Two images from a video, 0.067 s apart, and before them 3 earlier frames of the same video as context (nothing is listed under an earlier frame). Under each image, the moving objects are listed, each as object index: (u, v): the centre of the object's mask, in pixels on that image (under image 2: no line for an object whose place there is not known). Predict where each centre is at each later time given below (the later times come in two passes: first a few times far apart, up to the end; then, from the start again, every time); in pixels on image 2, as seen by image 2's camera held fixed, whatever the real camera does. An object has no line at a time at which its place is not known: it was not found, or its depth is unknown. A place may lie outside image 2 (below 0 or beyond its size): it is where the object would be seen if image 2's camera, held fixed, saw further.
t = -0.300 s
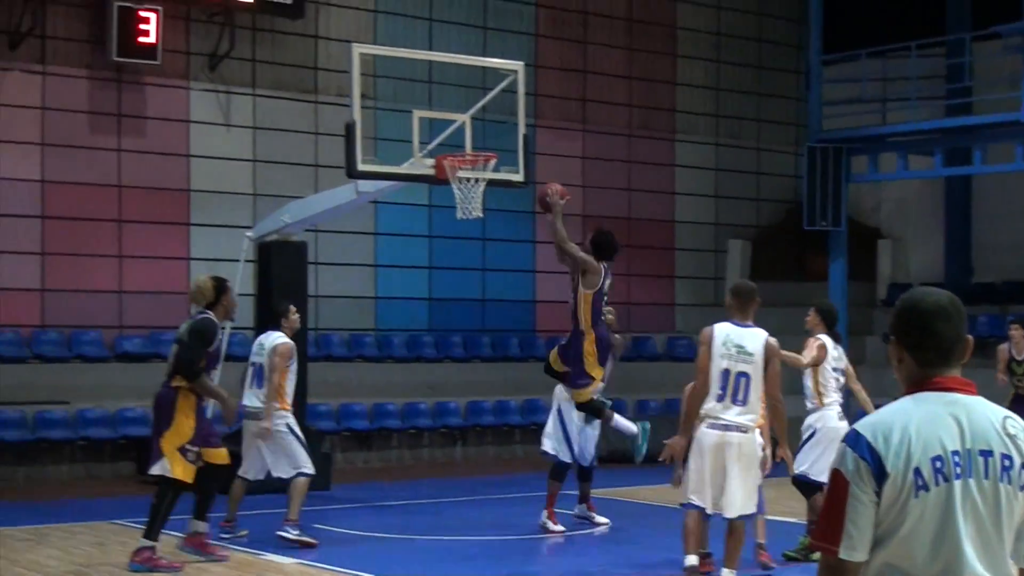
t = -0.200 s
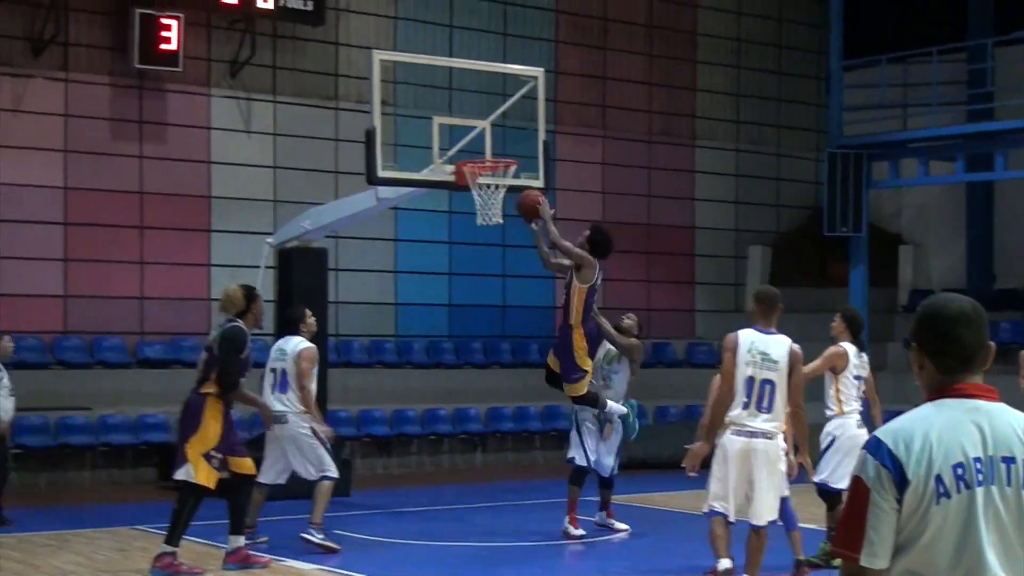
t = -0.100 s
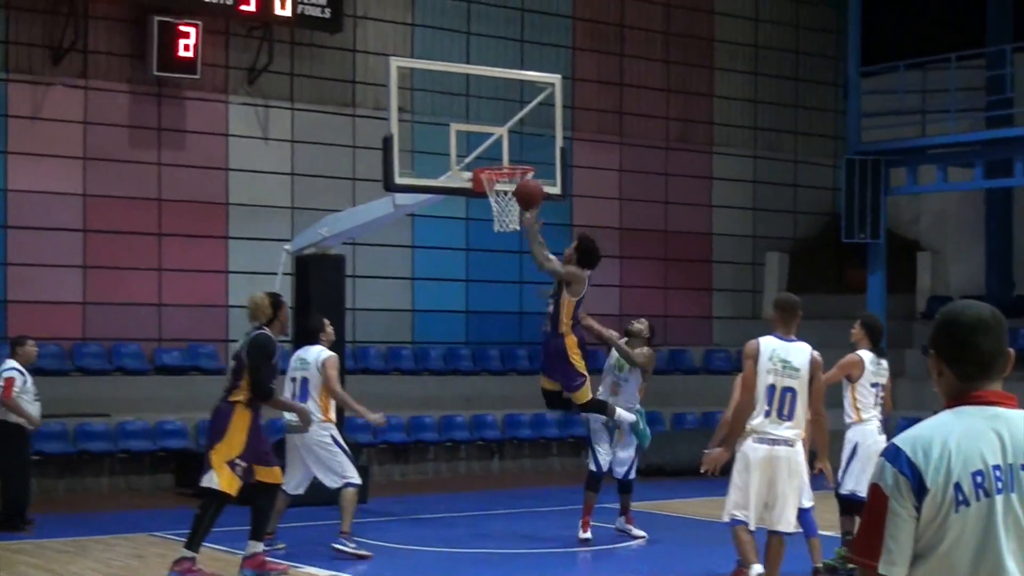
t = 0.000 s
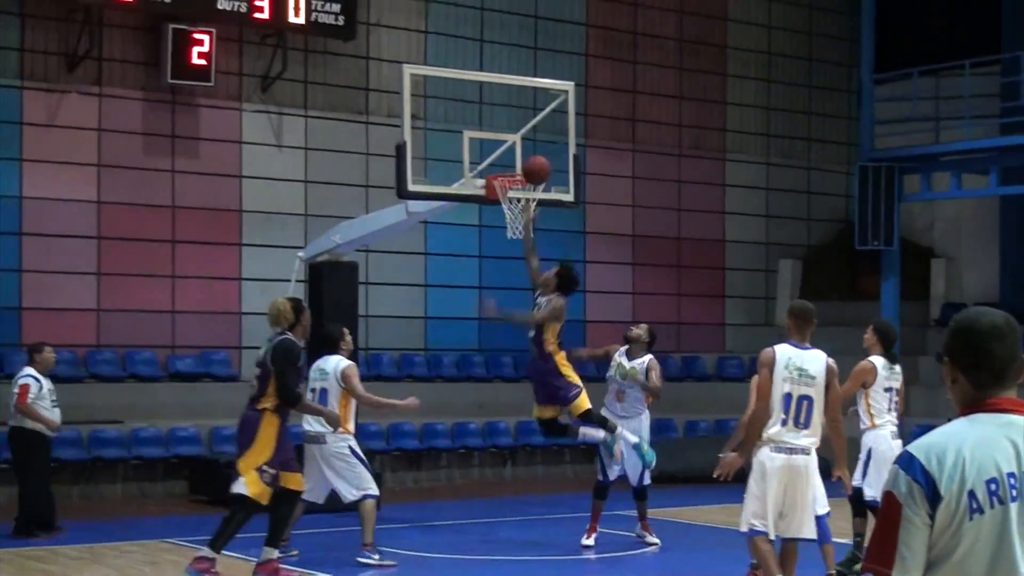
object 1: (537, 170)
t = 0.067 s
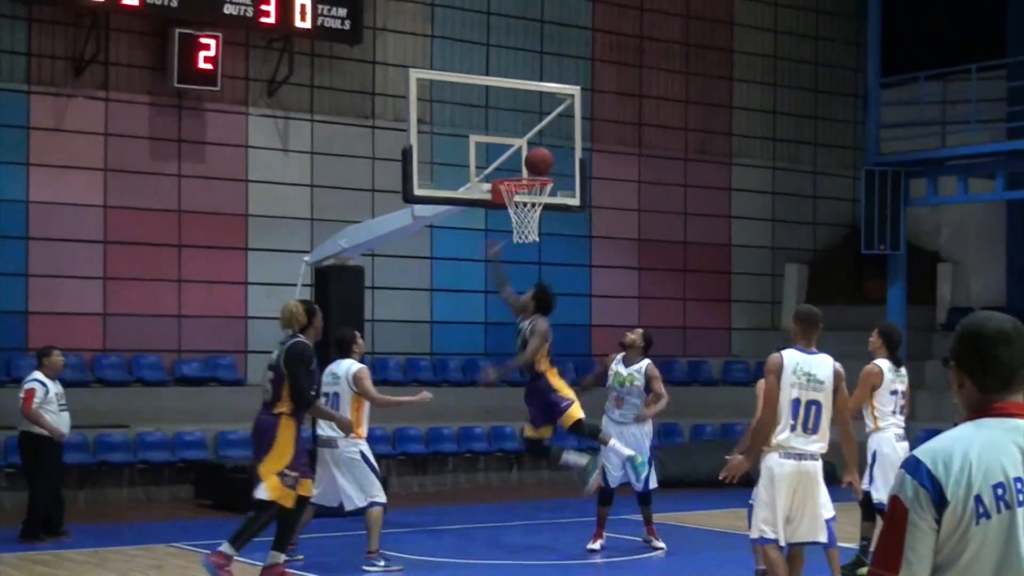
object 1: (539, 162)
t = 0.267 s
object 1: (528, 155)
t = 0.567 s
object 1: (518, 211)
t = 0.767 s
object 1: (516, 263)
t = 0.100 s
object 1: (537, 158)
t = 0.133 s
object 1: (535, 154)
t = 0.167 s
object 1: (533, 153)
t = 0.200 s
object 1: (532, 152)
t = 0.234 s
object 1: (530, 153)
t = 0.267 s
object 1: (528, 155)
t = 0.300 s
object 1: (526, 158)
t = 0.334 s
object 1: (524, 163)
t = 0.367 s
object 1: (522, 167)
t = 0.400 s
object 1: (520, 170)
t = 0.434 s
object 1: (519, 183)
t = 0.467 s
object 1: (517, 194)
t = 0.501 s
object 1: (515, 202)
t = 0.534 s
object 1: (515, 211)
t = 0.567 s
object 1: (518, 211)
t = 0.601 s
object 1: (517, 231)
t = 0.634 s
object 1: (515, 233)
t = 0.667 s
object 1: (515, 235)
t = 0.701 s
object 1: (515, 243)
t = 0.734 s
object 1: (515, 252)
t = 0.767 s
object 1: (516, 263)
